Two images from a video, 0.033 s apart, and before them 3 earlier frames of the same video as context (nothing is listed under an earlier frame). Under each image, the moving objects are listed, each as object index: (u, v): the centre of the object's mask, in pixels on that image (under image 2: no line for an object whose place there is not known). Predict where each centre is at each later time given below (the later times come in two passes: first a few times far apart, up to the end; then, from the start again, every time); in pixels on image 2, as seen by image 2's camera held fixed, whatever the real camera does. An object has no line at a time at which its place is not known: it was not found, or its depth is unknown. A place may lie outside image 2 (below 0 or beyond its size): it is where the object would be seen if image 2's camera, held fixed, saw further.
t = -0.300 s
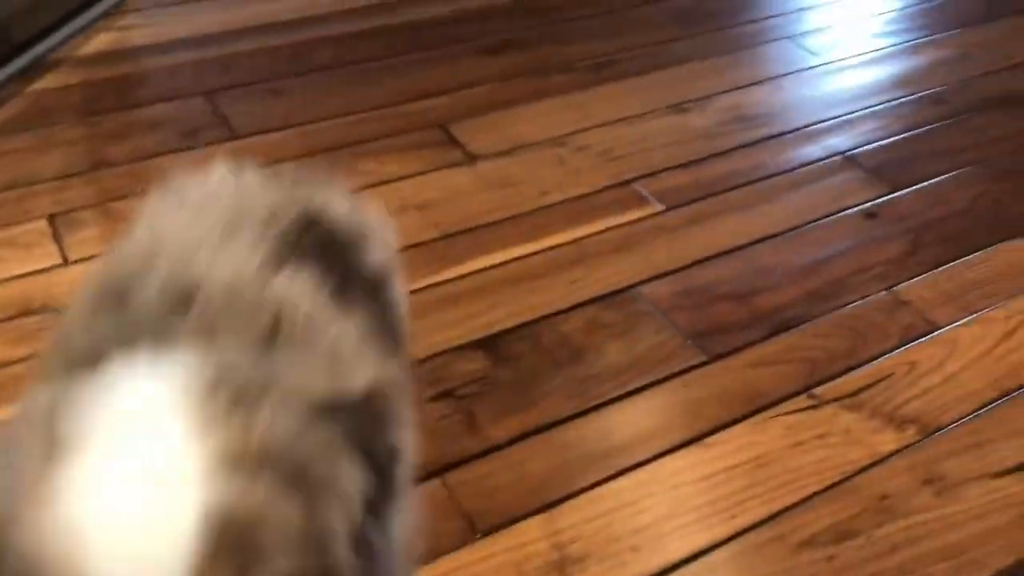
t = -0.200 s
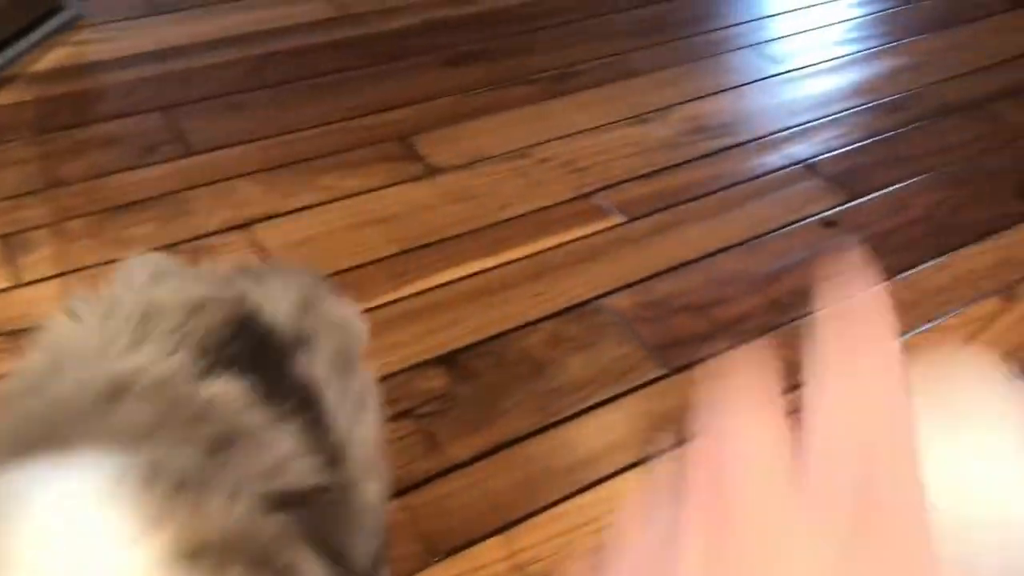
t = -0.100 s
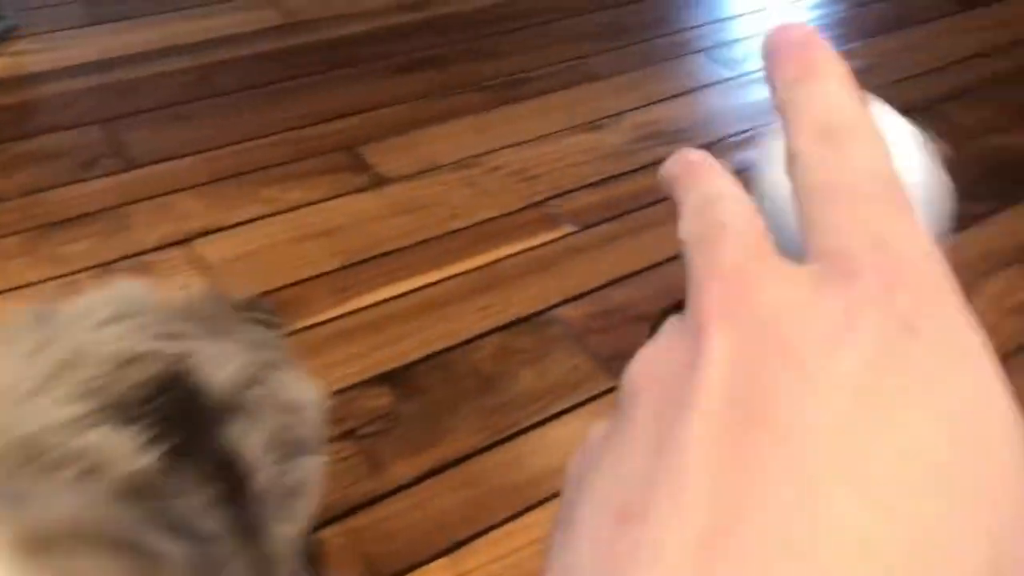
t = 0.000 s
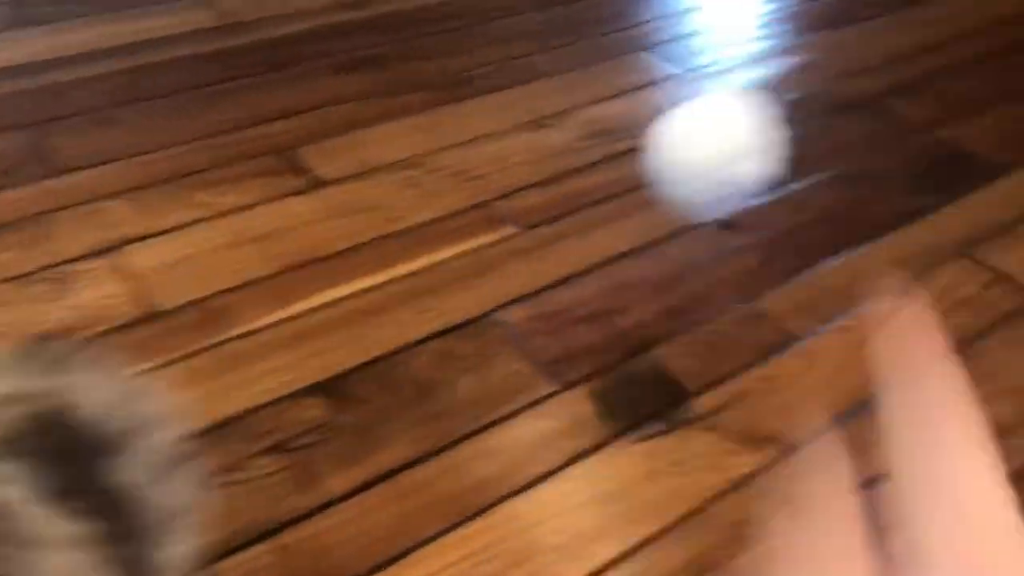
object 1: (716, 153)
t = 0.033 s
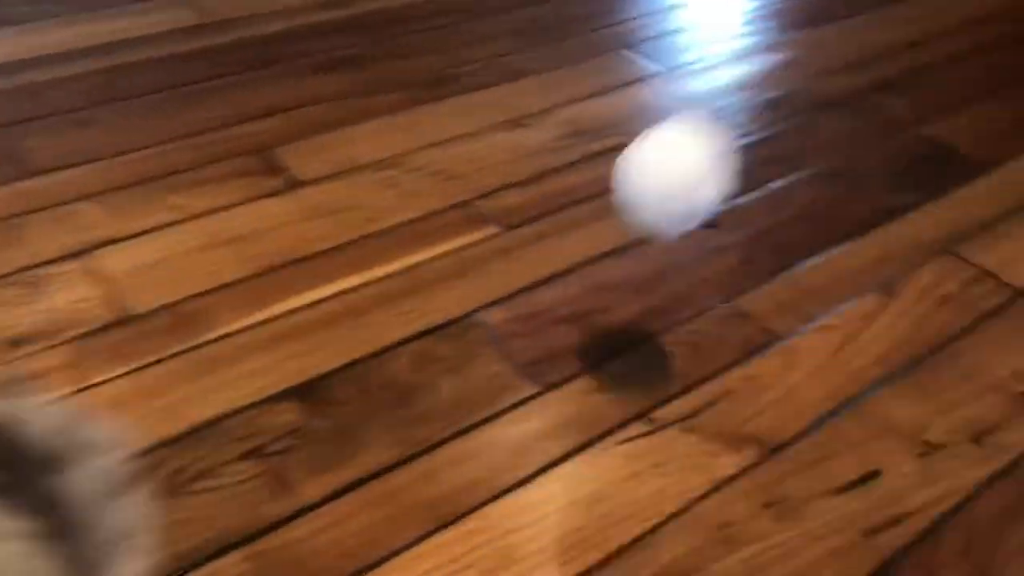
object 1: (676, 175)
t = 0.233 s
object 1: (662, 126)
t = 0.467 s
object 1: (686, 89)
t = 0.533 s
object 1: (695, 71)
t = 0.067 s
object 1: (658, 208)
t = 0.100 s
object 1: (643, 247)
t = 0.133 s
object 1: (641, 239)
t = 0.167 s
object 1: (651, 191)
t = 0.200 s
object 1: (658, 155)
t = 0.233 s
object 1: (662, 126)
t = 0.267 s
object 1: (666, 115)
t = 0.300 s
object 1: (667, 113)
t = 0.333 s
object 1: (666, 123)
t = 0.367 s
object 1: (667, 137)
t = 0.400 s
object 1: (673, 119)
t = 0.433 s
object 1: (679, 99)
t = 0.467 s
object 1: (686, 89)
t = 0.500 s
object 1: (689, 87)
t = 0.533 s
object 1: (695, 71)
